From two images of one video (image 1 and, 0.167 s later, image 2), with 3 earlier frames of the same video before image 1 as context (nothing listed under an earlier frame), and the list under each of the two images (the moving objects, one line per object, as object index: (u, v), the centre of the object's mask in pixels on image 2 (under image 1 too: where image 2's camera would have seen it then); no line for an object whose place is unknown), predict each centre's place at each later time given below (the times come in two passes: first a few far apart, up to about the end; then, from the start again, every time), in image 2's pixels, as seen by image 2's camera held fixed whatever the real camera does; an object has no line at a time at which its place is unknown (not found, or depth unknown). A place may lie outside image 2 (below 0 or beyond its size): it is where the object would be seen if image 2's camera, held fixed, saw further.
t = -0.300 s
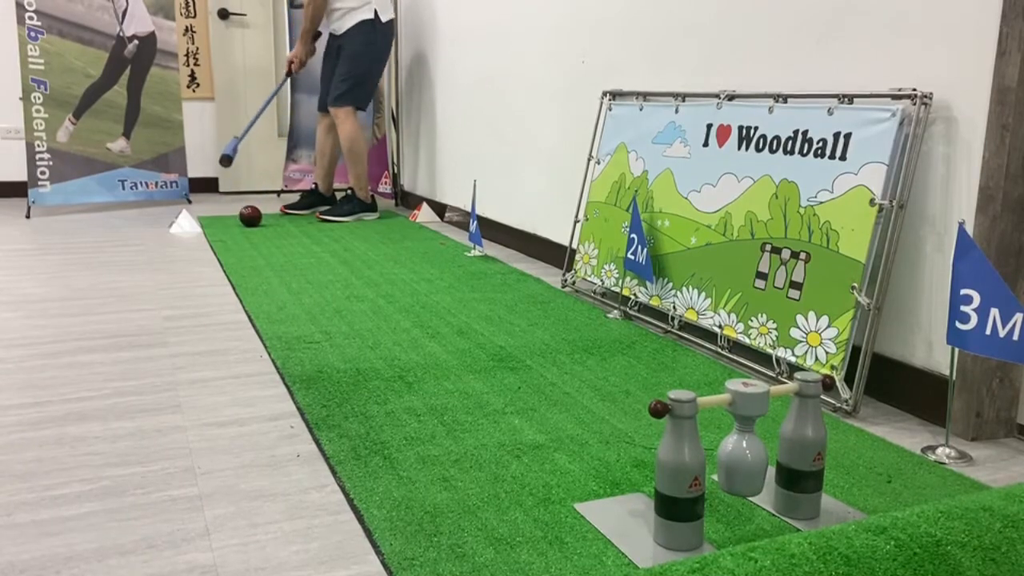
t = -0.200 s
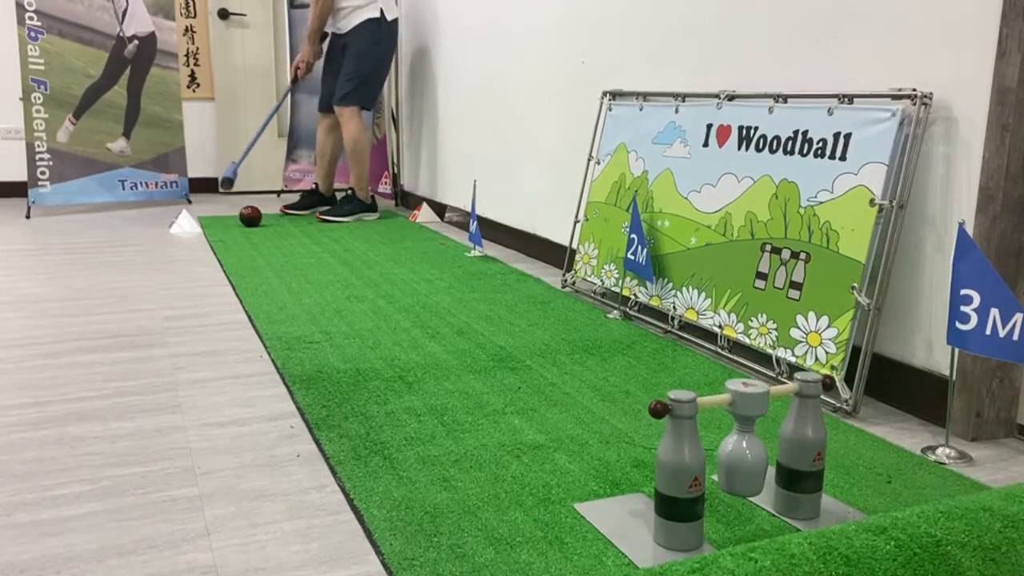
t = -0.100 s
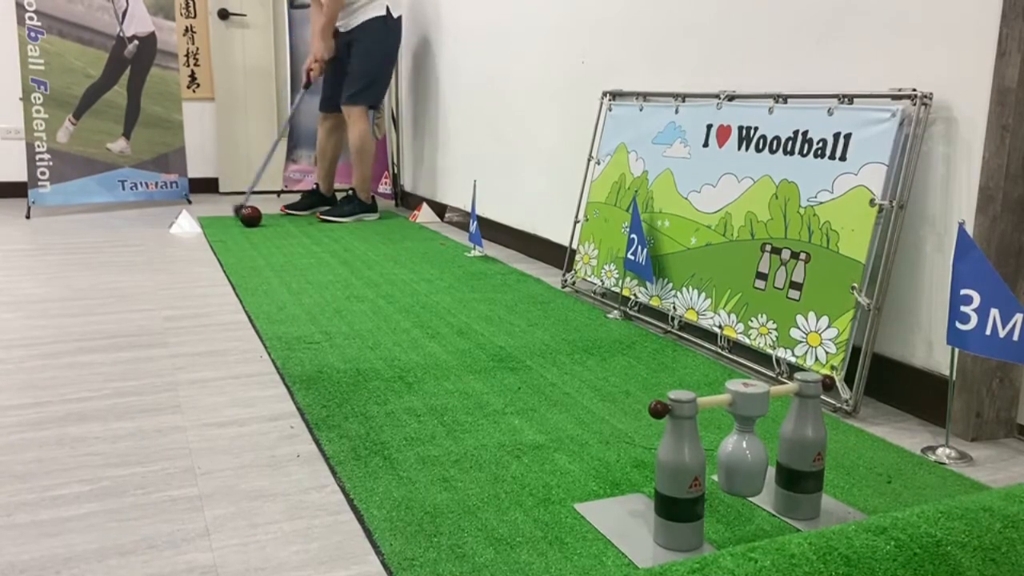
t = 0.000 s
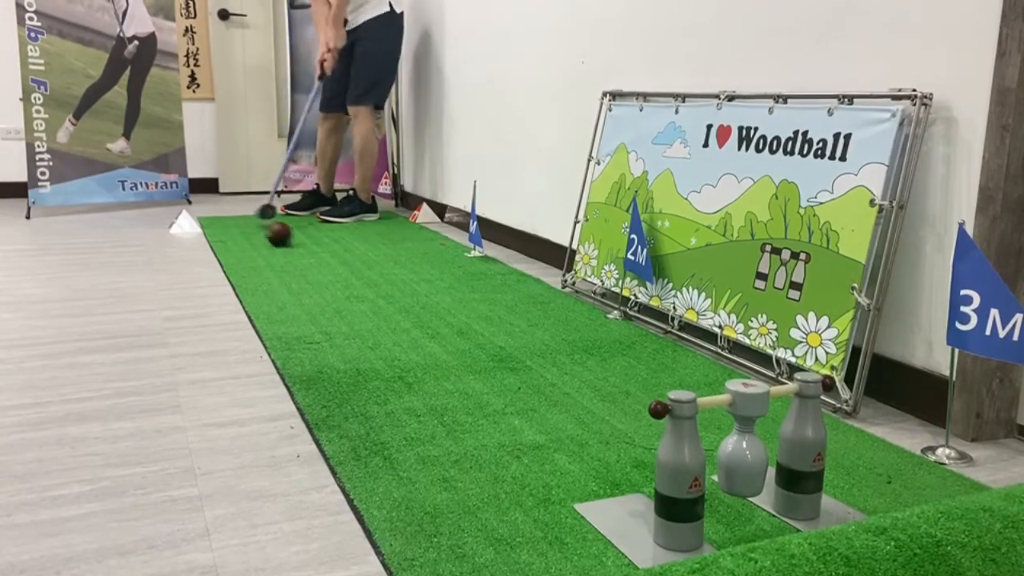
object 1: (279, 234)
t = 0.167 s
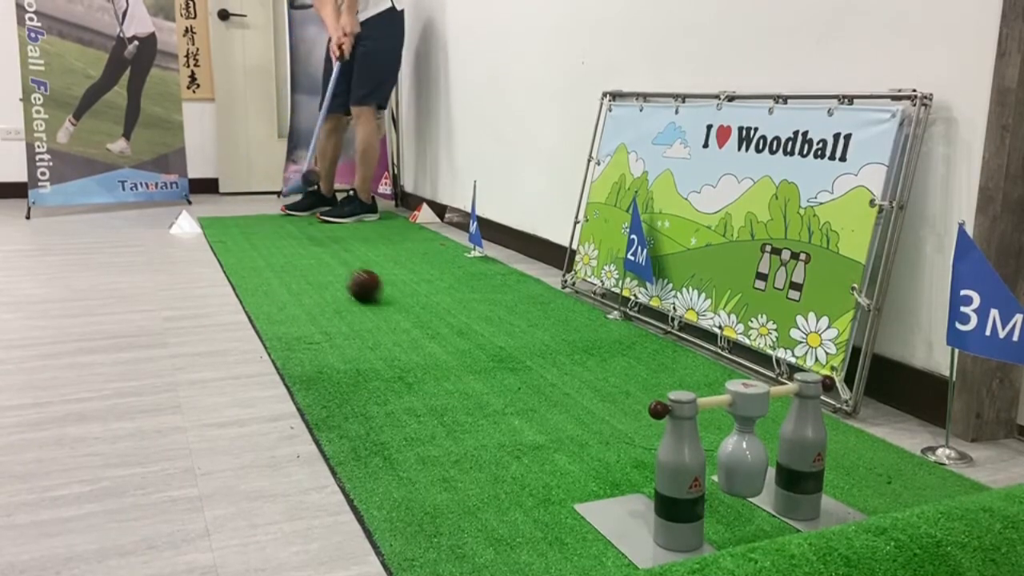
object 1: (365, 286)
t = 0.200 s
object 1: (389, 302)
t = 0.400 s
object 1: (617, 442)
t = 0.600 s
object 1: (719, 490)
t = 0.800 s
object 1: (726, 494)
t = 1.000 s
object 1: (739, 506)
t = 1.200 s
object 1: (753, 515)
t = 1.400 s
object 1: (766, 520)
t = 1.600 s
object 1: (771, 522)
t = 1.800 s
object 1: (767, 521)
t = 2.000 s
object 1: (767, 521)
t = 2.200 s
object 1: (767, 521)
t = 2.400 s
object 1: (767, 521)
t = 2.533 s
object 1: (767, 521)
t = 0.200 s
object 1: (389, 302)
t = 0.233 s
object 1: (414, 316)
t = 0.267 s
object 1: (443, 333)
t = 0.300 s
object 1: (478, 355)
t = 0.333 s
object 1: (517, 378)
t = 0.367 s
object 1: (566, 412)
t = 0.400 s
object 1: (617, 442)
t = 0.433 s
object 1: (711, 491)
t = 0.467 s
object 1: (730, 485)
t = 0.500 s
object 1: (737, 484)
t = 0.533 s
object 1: (729, 486)
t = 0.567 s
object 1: (724, 489)
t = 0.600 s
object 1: (719, 490)
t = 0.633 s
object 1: (717, 486)
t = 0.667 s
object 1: (716, 486)
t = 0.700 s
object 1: (718, 485)
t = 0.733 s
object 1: (721, 486)
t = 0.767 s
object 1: (724, 493)
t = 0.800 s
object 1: (726, 494)
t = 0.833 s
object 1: (729, 496)
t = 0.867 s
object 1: (731, 498)
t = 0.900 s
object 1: (733, 500)
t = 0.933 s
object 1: (736, 502)
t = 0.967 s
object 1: (738, 504)
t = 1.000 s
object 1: (739, 506)
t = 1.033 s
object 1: (741, 508)
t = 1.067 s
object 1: (744, 509)
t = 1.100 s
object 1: (746, 511)
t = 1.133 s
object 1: (749, 512)
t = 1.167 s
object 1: (751, 514)
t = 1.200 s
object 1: (753, 515)
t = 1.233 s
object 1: (756, 516)
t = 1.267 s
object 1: (758, 517)
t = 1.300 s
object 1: (760, 518)
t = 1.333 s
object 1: (762, 519)
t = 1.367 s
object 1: (764, 520)
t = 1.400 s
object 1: (766, 520)
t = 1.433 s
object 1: (767, 521)
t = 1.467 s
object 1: (769, 521)
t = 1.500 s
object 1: (771, 521)
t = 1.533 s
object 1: (772, 522)
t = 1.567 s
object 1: (772, 522)
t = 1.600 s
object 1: (771, 522)
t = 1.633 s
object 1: (770, 521)
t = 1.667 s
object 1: (769, 521)
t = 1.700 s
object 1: (768, 521)
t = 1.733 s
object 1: (768, 521)
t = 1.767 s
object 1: (767, 521)
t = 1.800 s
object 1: (767, 521)
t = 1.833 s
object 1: (767, 521)
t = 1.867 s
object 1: (767, 520)
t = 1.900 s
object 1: (767, 520)
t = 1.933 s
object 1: (767, 521)
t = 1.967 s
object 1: (767, 521)
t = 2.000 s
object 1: (767, 521)
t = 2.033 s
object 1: (767, 521)
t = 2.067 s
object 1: (767, 521)
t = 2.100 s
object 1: (767, 521)
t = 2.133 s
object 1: (767, 521)
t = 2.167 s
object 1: (767, 521)
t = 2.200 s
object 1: (767, 521)
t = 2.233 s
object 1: (767, 521)
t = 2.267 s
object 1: (767, 521)
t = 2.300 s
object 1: (767, 521)
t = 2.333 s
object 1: (767, 521)
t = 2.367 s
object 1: (767, 521)
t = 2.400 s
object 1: (767, 521)
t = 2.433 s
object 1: (767, 521)
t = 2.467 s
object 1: (767, 521)
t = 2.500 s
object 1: (767, 521)
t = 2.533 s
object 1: (767, 521)
